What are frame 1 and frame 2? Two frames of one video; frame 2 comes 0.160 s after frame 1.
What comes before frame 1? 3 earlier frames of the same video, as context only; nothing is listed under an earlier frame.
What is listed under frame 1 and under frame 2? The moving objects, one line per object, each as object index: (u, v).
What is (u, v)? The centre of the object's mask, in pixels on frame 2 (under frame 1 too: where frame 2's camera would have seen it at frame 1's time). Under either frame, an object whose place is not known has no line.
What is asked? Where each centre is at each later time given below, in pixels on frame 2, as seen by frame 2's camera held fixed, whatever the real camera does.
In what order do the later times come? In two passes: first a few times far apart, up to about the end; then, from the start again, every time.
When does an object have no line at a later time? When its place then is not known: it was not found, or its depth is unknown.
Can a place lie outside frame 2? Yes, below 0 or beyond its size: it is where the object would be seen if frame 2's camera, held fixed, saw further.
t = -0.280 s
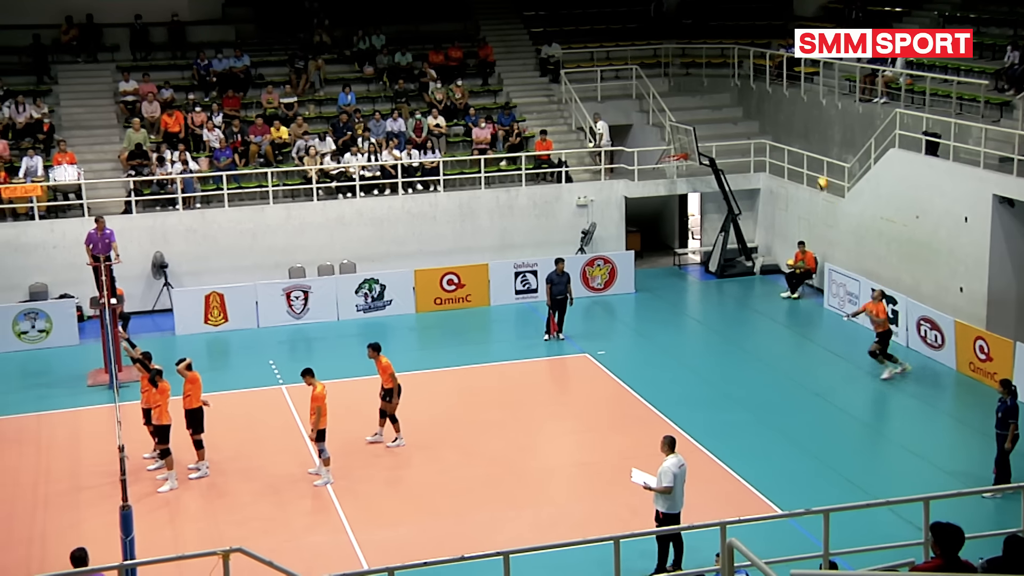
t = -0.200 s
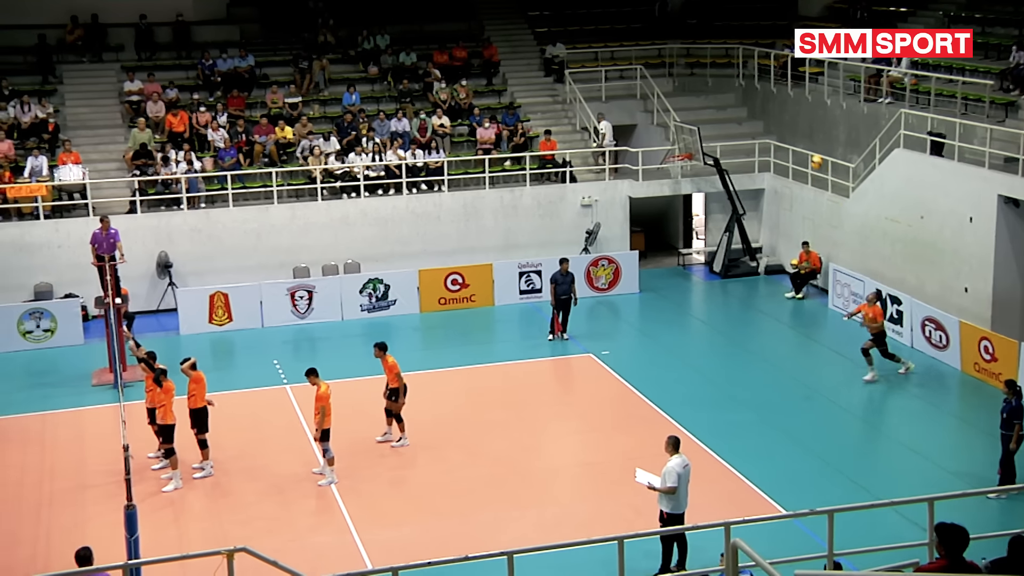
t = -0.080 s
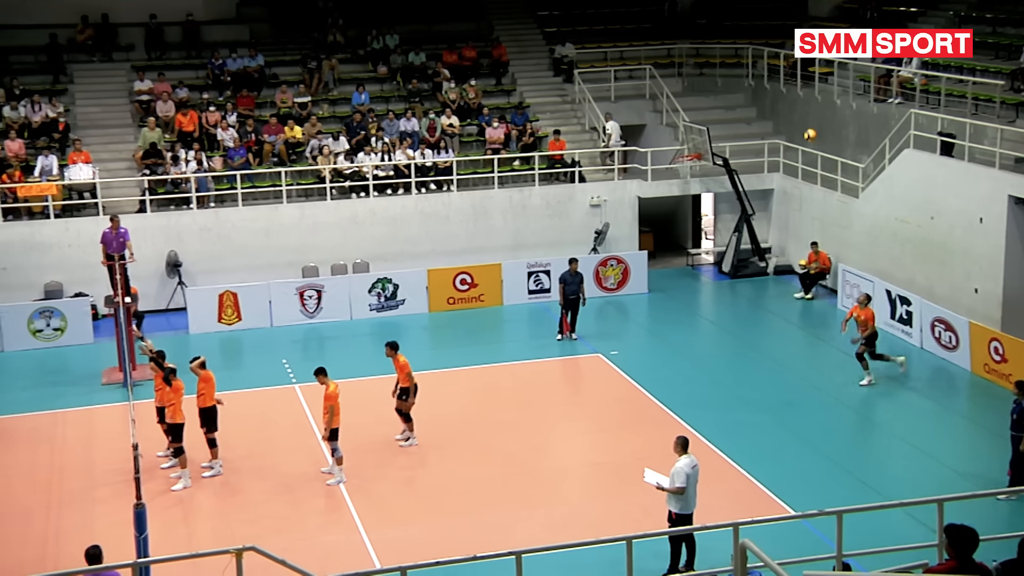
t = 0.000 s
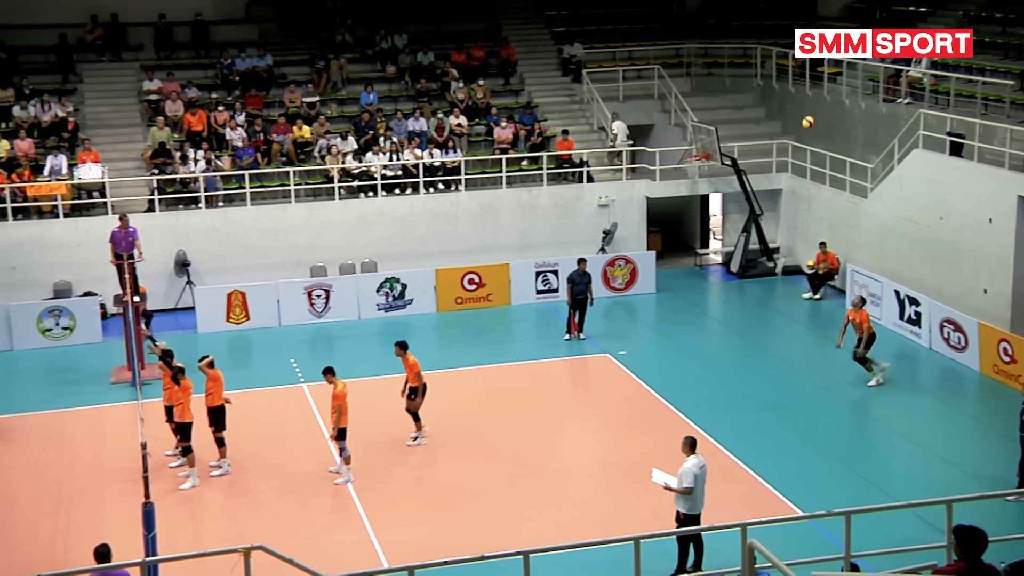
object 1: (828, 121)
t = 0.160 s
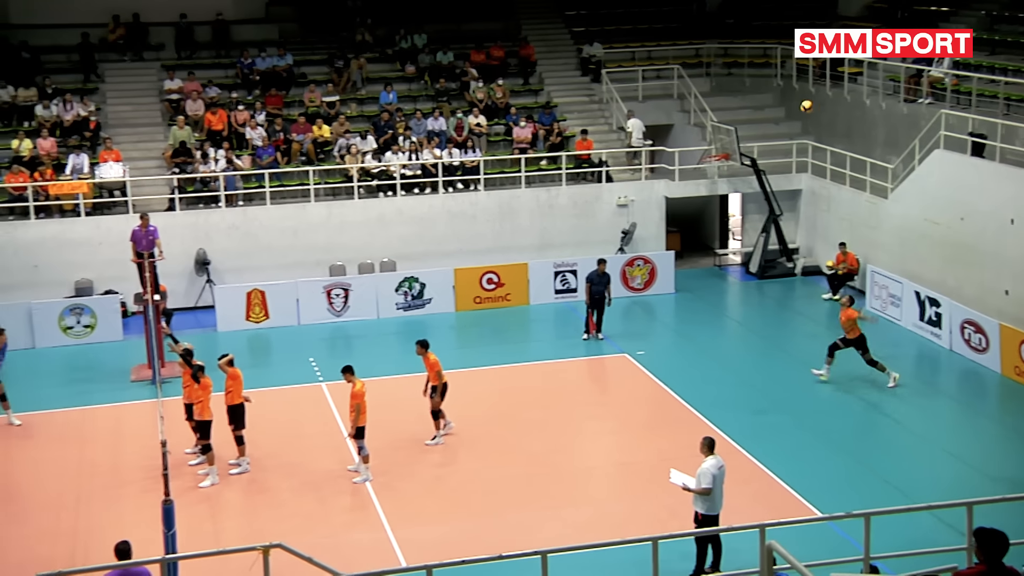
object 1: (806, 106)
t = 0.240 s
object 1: (795, 104)
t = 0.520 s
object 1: (758, 122)
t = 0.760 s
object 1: (725, 172)
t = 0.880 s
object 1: (709, 207)
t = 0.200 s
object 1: (801, 105)
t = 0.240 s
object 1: (795, 104)
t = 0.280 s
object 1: (790, 104)
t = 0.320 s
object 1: (785, 105)
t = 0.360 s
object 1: (779, 106)
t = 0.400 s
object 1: (774, 109)
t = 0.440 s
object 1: (768, 113)
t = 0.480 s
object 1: (763, 117)
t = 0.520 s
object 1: (758, 122)
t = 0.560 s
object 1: (753, 129)
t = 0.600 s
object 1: (747, 135)
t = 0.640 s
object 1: (742, 143)
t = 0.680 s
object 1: (737, 152)
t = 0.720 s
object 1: (731, 162)
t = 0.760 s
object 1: (725, 172)
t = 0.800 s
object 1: (719, 183)
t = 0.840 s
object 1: (714, 195)
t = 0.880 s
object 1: (709, 207)
